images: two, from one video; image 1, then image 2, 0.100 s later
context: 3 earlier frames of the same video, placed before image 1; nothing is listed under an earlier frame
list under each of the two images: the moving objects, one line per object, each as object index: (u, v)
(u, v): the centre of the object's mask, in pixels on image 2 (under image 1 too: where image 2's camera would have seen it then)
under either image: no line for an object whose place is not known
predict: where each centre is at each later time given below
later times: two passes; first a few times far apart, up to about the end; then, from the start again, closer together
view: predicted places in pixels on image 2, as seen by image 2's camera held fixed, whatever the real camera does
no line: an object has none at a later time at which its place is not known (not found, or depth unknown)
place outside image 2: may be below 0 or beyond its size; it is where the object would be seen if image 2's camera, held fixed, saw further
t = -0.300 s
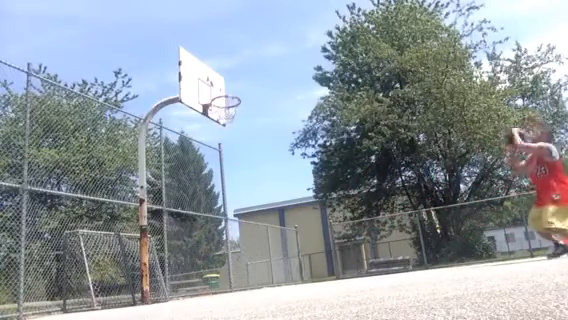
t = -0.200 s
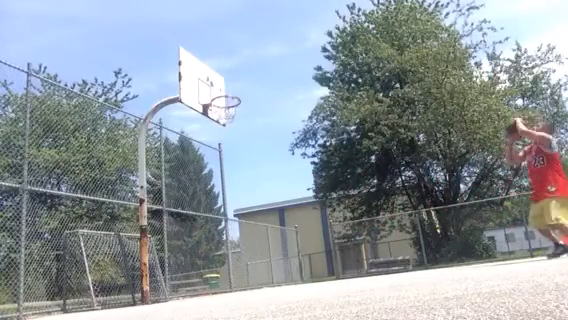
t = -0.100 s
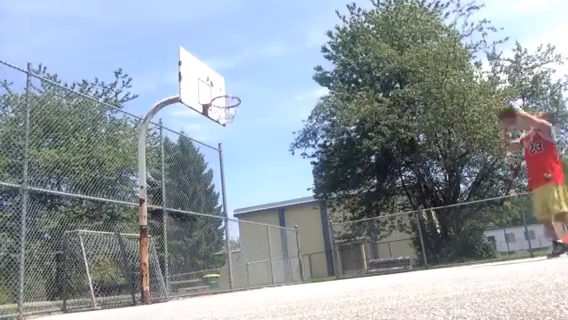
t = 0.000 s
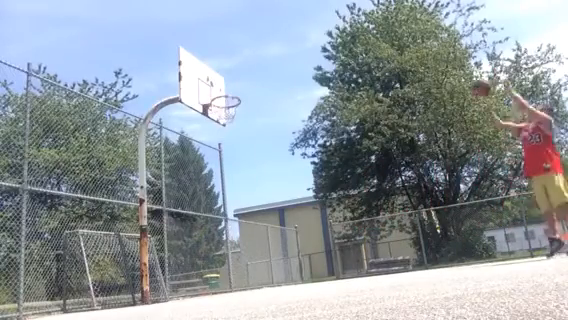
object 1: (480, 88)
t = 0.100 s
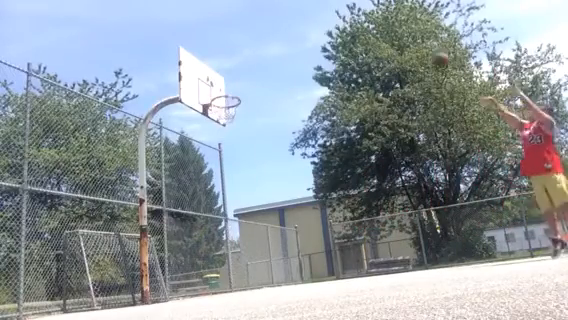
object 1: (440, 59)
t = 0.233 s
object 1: (393, 39)
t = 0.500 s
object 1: (318, 31)
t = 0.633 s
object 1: (285, 42)
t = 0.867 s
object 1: (236, 82)
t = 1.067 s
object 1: (219, 116)
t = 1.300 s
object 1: (233, 114)
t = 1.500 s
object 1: (225, 118)
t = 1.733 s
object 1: (216, 137)
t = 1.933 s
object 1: (212, 176)
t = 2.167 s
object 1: (206, 248)
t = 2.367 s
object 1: (202, 253)
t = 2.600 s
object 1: (198, 200)
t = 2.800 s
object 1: (197, 185)
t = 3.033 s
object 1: (195, 196)
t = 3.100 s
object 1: (196, 202)
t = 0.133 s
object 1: (427, 55)
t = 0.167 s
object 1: (416, 49)
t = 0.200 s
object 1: (405, 42)
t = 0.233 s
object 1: (393, 39)
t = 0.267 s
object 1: (380, 36)
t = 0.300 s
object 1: (374, 32)
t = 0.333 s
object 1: (363, 32)
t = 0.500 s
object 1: (318, 31)
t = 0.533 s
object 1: (309, 33)
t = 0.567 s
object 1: (301, 36)
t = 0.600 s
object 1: (293, 39)
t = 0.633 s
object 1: (285, 42)
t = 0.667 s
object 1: (278, 46)
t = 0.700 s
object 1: (271, 51)
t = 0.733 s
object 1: (263, 56)
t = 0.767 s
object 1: (256, 62)
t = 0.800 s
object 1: (249, 68)
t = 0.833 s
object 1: (242, 75)
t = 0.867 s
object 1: (236, 82)
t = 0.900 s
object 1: (229, 90)
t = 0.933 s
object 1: (223, 99)
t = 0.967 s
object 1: (217, 107)
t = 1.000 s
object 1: (215, 113)
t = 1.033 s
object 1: (216, 115)
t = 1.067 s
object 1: (219, 116)
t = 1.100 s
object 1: (223, 118)
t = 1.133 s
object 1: (226, 118)
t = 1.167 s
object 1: (230, 117)
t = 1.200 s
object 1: (232, 116)
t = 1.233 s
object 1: (233, 116)
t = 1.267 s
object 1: (233, 115)
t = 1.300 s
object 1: (233, 114)
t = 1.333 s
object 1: (233, 114)
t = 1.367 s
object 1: (232, 114)
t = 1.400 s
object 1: (231, 115)
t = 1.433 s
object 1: (229, 115)
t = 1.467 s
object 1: (227, 117)
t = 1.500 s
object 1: (225, 118)
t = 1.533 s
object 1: (223, 118)
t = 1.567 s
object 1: (222, 120)
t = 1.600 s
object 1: (221, 123)
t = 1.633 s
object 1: (219, 125)
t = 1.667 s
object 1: (218, 128)
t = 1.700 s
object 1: (217, 132)
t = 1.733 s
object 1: (216, 137)
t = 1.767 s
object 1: (215, 142)
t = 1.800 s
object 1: (214, 148)
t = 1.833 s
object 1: (213, 154)
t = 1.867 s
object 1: (213, 161)
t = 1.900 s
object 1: (212, 168)
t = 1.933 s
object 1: (212, 176)
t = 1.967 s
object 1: (210, 185)
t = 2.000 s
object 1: (209, 198)
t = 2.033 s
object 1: (211, 203)
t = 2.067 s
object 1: (208, 215)
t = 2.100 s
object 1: (208, 225)
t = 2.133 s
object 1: (207, 236)
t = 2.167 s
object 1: (206, 248)
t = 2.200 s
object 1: (206, 263)
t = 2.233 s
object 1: (205, 278)
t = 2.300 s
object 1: (204, 277)
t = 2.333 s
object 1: (203, 265)
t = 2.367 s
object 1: (202, 253)
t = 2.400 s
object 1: (201, 244)
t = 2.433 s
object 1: (201, 234)
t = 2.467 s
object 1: (200, 226)
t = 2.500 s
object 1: (199, 219)
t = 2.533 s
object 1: (199, 212)
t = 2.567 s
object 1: (199, 206)
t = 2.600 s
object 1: (198, 200)
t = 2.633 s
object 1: (198, 198)
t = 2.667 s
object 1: (199, 193)
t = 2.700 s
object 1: (198, 191)
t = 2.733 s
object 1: (198, 188)
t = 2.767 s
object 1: (197, 185)
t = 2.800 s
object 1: (197, 185)
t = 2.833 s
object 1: (197, 185)
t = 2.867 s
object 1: (197, 185)
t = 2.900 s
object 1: (197, 185)
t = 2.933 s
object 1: (197, 185)
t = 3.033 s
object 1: (195, 196)
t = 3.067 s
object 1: (197, 199)
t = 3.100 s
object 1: (196, 202)
